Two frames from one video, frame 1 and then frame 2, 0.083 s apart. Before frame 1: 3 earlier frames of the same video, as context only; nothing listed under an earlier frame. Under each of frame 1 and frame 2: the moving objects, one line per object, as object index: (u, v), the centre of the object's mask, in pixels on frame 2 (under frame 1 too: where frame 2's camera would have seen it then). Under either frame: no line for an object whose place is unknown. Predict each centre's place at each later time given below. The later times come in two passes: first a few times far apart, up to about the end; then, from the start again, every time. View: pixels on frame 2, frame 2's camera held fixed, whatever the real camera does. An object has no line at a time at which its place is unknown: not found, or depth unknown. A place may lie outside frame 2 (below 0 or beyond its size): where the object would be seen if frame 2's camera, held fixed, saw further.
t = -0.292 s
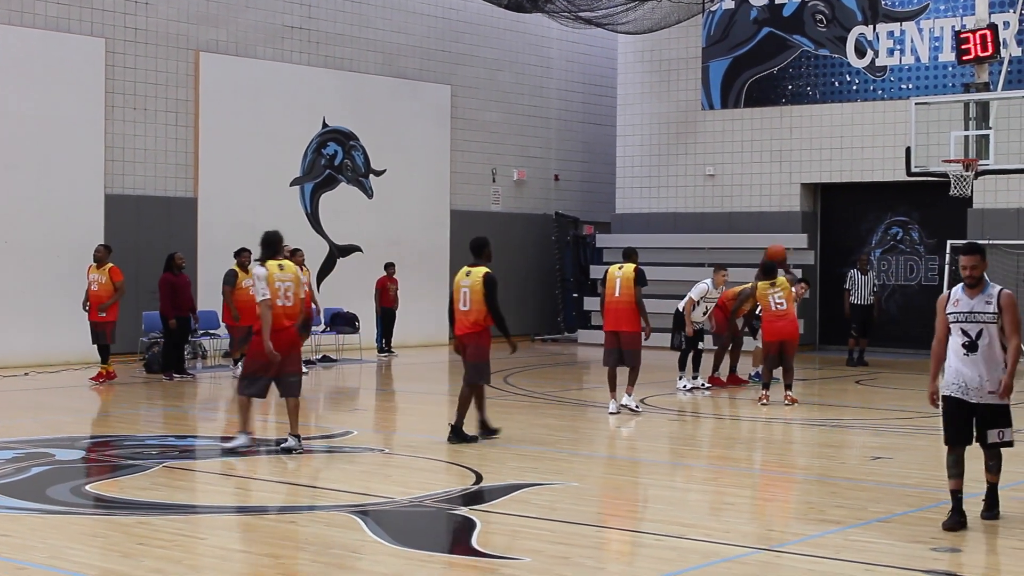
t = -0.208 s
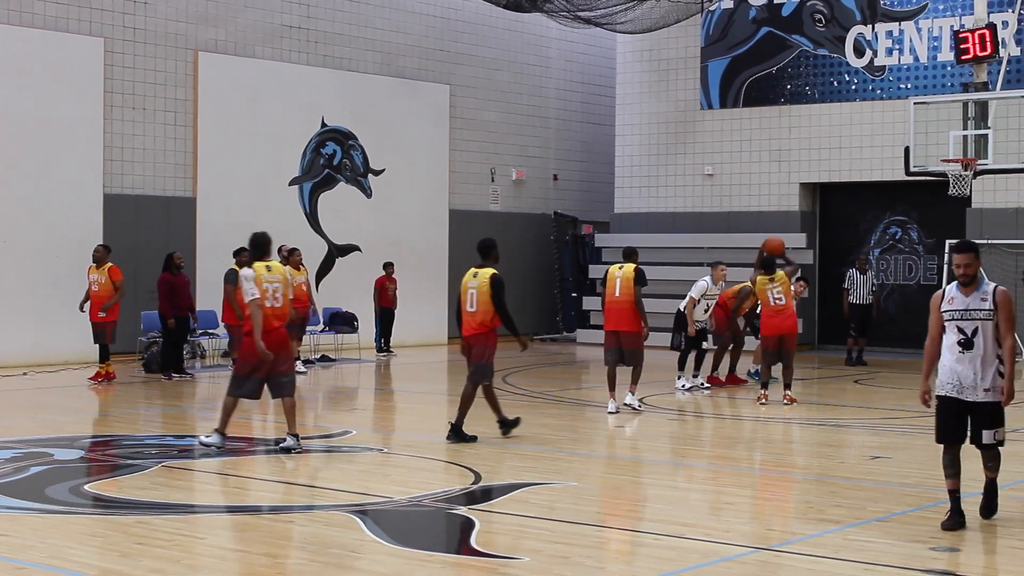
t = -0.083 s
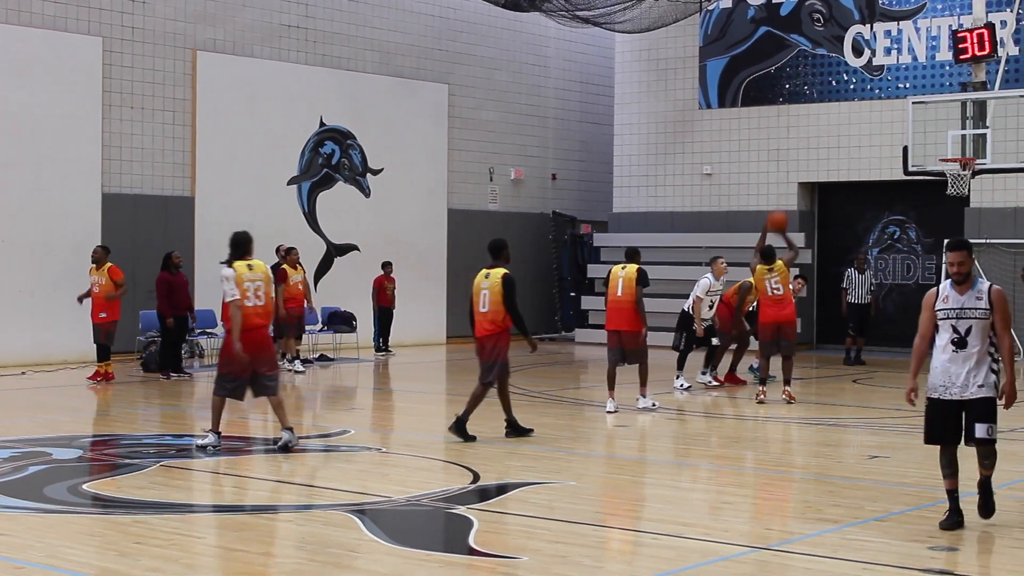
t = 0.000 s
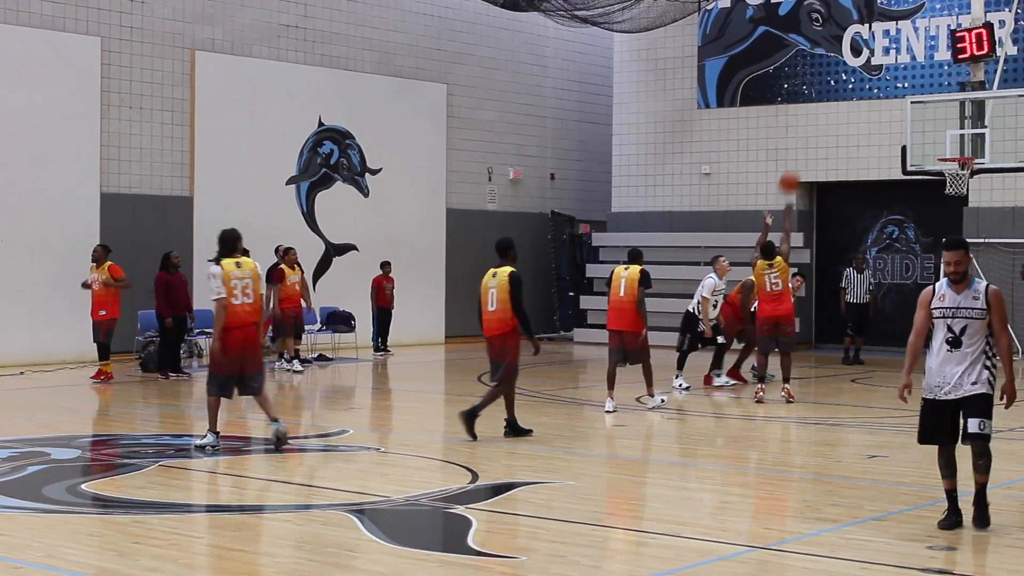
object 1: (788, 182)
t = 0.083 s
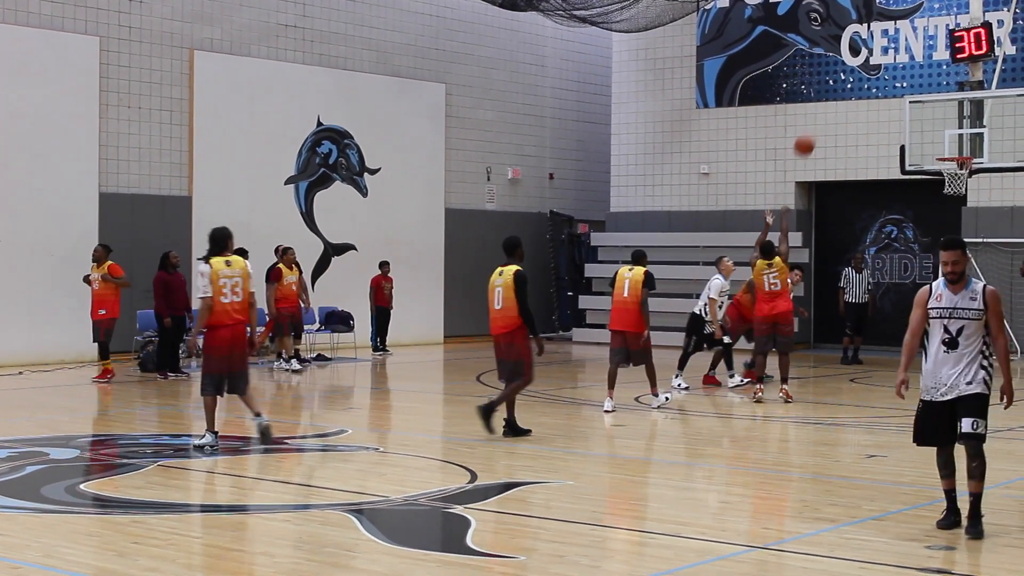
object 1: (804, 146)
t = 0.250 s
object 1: (835, 93)
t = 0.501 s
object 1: (878, 58)
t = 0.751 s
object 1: (918, 71)
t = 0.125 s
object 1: (812, 130)
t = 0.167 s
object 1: (820, 116)
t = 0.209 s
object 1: (828, 103)
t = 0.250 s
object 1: (835, 93)
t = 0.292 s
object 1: (843, 83)
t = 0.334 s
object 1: (850, 75)
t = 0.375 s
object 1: (857, 69)
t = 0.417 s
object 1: (864, 64)
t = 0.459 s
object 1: (871, 60)
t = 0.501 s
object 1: (878, 58)
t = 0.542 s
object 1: (885, 57)
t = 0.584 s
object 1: (892, 57)
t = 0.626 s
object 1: (898, 59)
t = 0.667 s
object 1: (905, 62)
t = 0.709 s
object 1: (911, 66)
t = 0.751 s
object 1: (918, 71)
